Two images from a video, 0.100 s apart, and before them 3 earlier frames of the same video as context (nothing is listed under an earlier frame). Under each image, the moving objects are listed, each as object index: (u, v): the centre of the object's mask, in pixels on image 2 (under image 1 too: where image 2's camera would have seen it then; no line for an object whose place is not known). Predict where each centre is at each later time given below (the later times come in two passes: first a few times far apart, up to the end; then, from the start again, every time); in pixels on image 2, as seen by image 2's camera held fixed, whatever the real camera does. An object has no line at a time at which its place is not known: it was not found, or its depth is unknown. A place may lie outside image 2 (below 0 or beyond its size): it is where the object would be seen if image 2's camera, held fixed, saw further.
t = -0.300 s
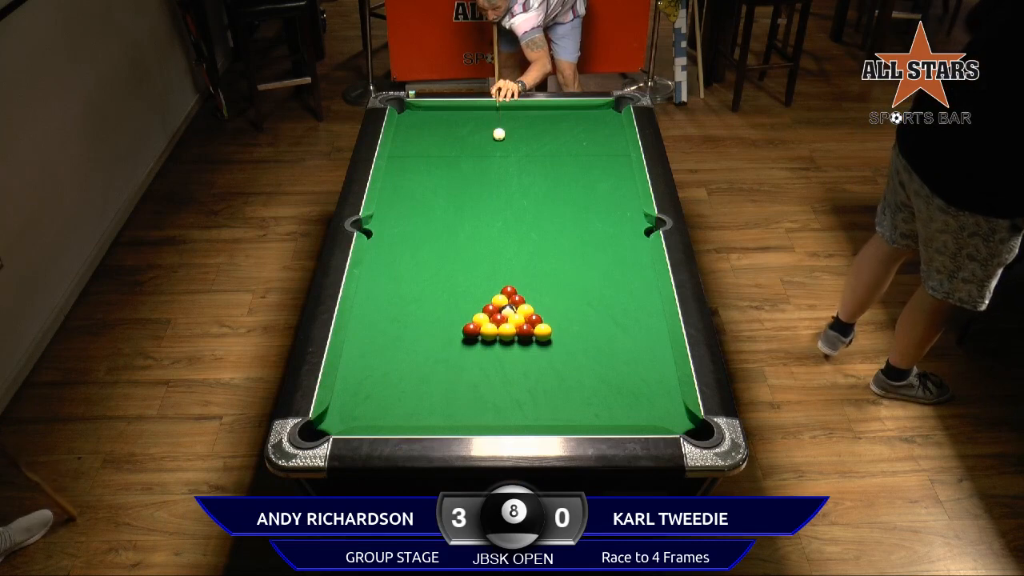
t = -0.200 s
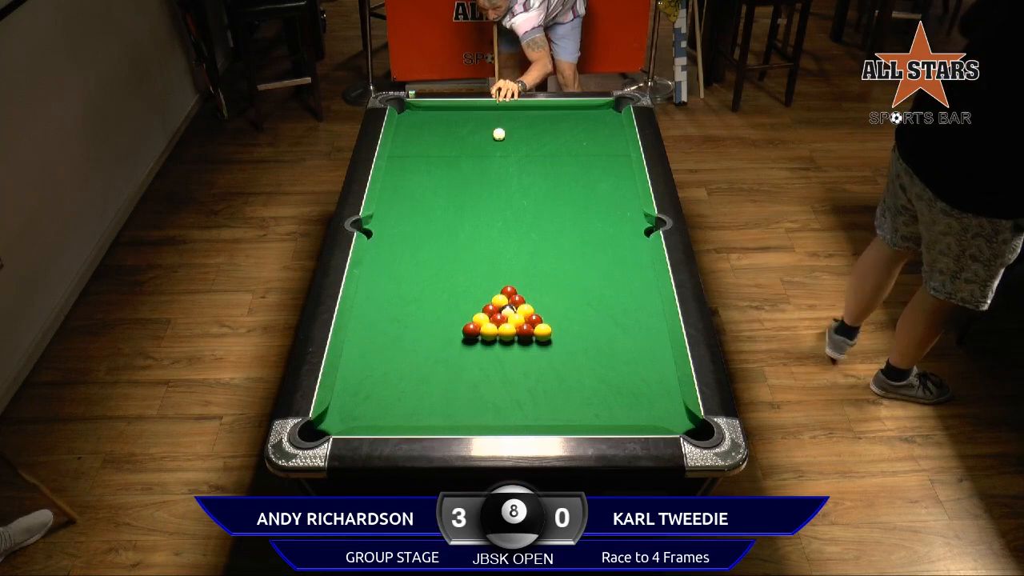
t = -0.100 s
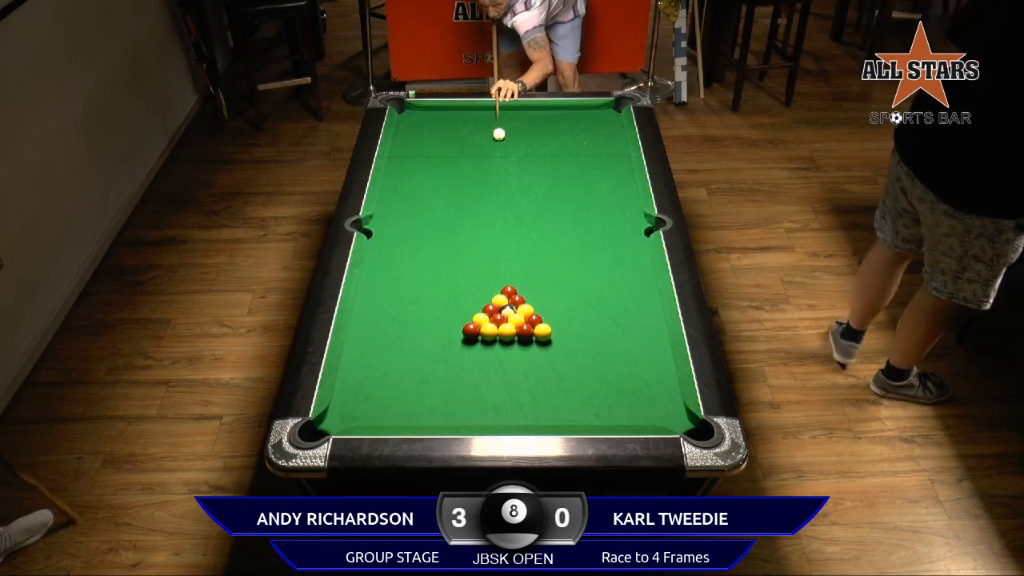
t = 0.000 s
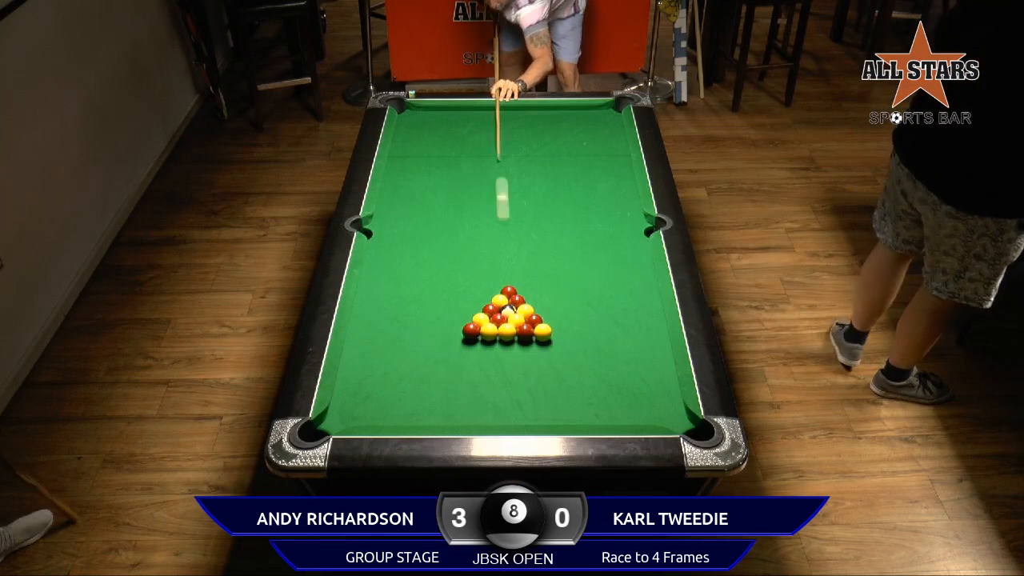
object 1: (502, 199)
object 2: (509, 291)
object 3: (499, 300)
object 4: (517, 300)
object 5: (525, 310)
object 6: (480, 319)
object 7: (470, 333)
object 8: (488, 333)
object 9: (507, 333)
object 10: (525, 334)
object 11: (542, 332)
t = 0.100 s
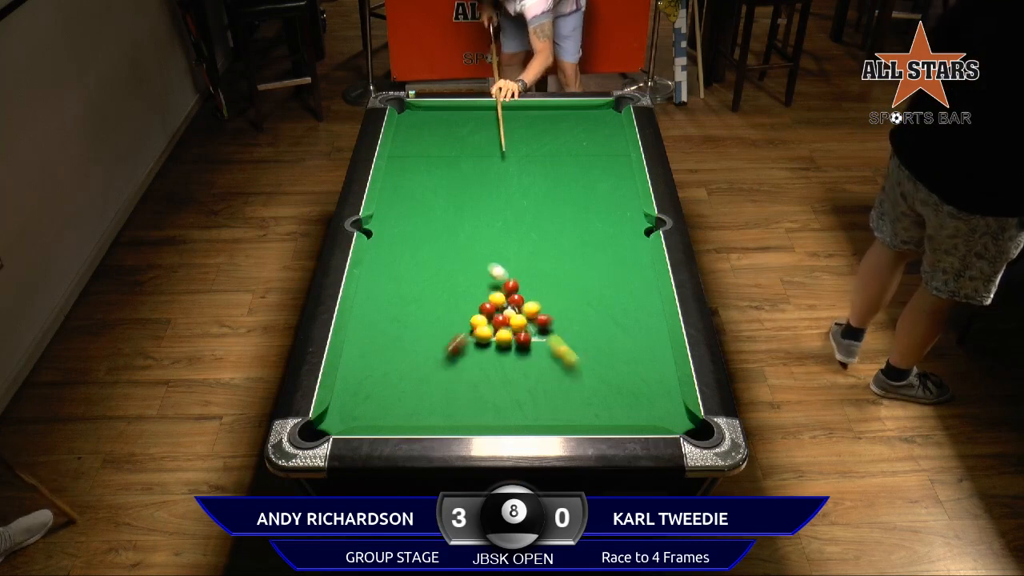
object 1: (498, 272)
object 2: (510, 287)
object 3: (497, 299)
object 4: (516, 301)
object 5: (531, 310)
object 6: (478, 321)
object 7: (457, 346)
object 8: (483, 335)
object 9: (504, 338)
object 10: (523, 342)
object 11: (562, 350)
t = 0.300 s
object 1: (445, 249)
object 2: (523, 261)
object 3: (483, 286)
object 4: (510, 295)
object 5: (559, 297)
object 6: (468, 331)
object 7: (372, 407)
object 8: (455, 349)
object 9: (488, 369)
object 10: (511, 386)
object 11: (657, 367)
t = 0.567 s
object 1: (385, 234)
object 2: (539, 226)
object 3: (467, 269)
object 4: (503, 287)
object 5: (593, 281)
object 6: (454, 341)
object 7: (368, 336)
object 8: (418, 367)
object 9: (467, 412)
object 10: (498, 408)
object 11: (632, 279)
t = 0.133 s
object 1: (488, 265)
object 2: (513, 283)
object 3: (495, 297)
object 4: (515, 299)
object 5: (537, 307)
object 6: (476, 322)
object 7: (440, 364)
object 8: (478, 338)
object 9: (501, 344)
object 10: (520, 350)
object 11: (584, 374)
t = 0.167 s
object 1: (479, 260)
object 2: (515, 279)
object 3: (492, 294)
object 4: (514, 299)
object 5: (541, 305)
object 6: (475, 325)
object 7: (424, 381)
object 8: (473, 340)
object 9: (498, 349)
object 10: (518, 358)
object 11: (608, 399)
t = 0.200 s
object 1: (471, 258)
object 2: (517, 274)
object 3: (490, 292)
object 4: (513, 298)
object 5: (546, 303)
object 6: (473, 326)
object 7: (407, 398)
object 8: (468, 342)
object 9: (496, 354)
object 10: (516, 365)
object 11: (630, 414)
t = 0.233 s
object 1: (462, 258)
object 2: (519, 270)
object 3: (488, 290)
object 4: (512, 297)
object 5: (550, 301)
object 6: (472, 327)
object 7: (392, 412)
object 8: (464, 344)
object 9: (493, 360)
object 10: (514, 372)
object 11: (640, 399)
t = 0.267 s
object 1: (454, 253)
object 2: (522, 265)
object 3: (486, 288)
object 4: (511, 296)
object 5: (555, 299)
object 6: (470, 330)
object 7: (378, 416)
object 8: (459, 347)
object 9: (491, 365)
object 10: (513, 380)
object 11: (649, 382)
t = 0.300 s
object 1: (445, 249)
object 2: (523, 261)
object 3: (483, 286)
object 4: (510, 295)
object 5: (559, 297)
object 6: (468, 331)
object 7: (372, 407)
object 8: (455, 349)
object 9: (488, 369)
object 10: (511, 386)
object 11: (657, 367)
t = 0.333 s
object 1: (437, 247)
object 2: (526, 256)
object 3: (481, 284)
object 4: (509, 294)
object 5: (564, 295)
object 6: (466, 332)
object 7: (367, 396)
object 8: (450, 351)
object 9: (486, 374)
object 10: (509, 394)
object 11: (662, 352)
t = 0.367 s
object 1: (429, 244)
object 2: (528, 252)
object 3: (479, 281)
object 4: (508, 293)
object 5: (568, 293)
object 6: (464, 334)
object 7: (361, 386)
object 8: (445, 353)
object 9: (483, 379)
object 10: (507, 402)
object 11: (653, 341)
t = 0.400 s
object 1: (422, 241)
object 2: (529, 248)
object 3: (477, 279)
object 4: (507, 292)
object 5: (573, 291)
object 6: (462, 335)
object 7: (357, 376)
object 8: (441, 356)
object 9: (481, 385)
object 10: (505, 409)
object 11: (644, 330)
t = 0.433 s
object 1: (414, 239)
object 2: (532, 243)
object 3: (475, 277)
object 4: (506, 291)
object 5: (576, 289)
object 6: (461, 336)
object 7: (352, 366)
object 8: (436, 358)
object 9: (478, 390)
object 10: (503, 414)
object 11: (636, 320)
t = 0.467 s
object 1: (407, 237)
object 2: (533, 239)
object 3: (473, 275)
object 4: (506, 290)
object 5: (581, 287)
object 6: (459, 338)
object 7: (351, 359)
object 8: (432, 360)
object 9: (476, 395)
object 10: (501, 417)
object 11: (633, 309)
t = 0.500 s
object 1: (399, 235)
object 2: (535, 235)
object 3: (471, 272)
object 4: (504, 289)
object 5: (585, 285)
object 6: (457, 339)
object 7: (356, 351)
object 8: (427, 362)
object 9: (473, 400)
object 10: (500, 415)
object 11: (633, 299)
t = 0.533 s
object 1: (392, 234)
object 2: (537, 231)
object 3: (469, 271)
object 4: (504, 288)
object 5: (589, 283)
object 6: (456, 340)
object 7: (362, 344)
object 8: (422, 365)
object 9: (470, 406)
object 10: (499, 412)
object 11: (633, 289)
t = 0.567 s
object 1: (385, 234)
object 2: (539, 226)
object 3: (467, 269)
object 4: (503, 287)
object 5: (593, 281)
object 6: (454, 341)
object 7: (368, 336)
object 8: (418, 367)
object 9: (467, 412)
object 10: (498, 408)
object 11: (632, 279)
